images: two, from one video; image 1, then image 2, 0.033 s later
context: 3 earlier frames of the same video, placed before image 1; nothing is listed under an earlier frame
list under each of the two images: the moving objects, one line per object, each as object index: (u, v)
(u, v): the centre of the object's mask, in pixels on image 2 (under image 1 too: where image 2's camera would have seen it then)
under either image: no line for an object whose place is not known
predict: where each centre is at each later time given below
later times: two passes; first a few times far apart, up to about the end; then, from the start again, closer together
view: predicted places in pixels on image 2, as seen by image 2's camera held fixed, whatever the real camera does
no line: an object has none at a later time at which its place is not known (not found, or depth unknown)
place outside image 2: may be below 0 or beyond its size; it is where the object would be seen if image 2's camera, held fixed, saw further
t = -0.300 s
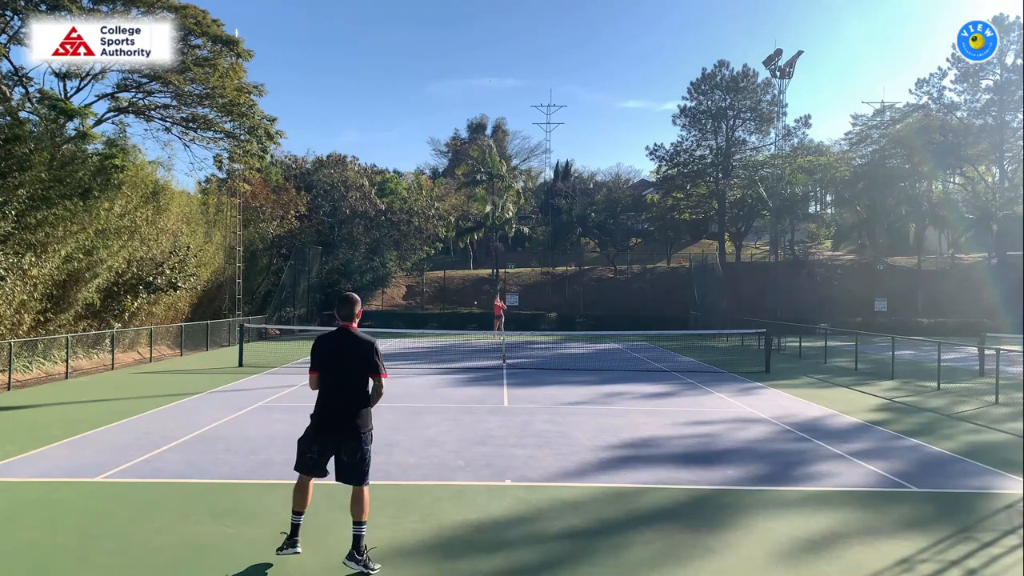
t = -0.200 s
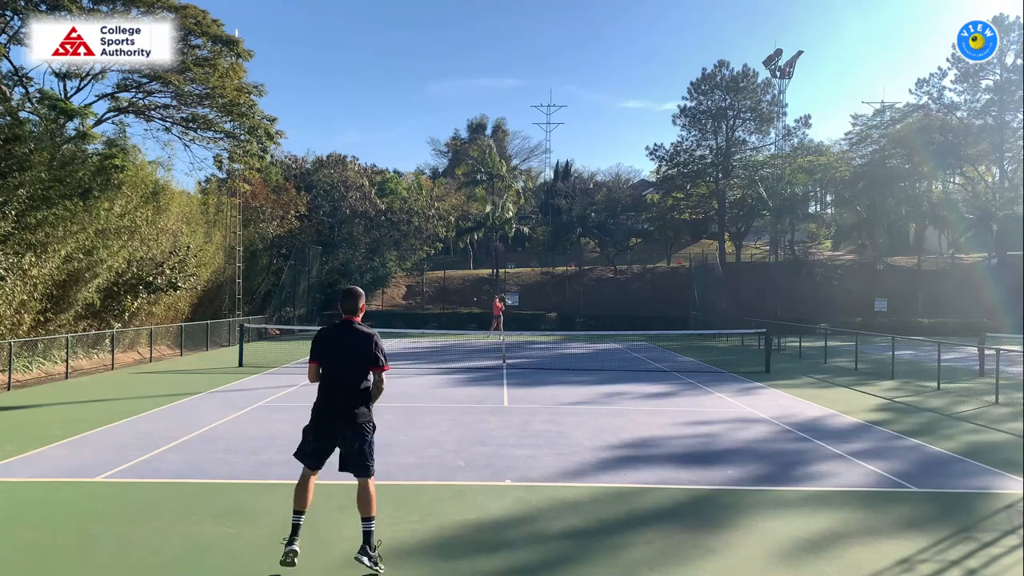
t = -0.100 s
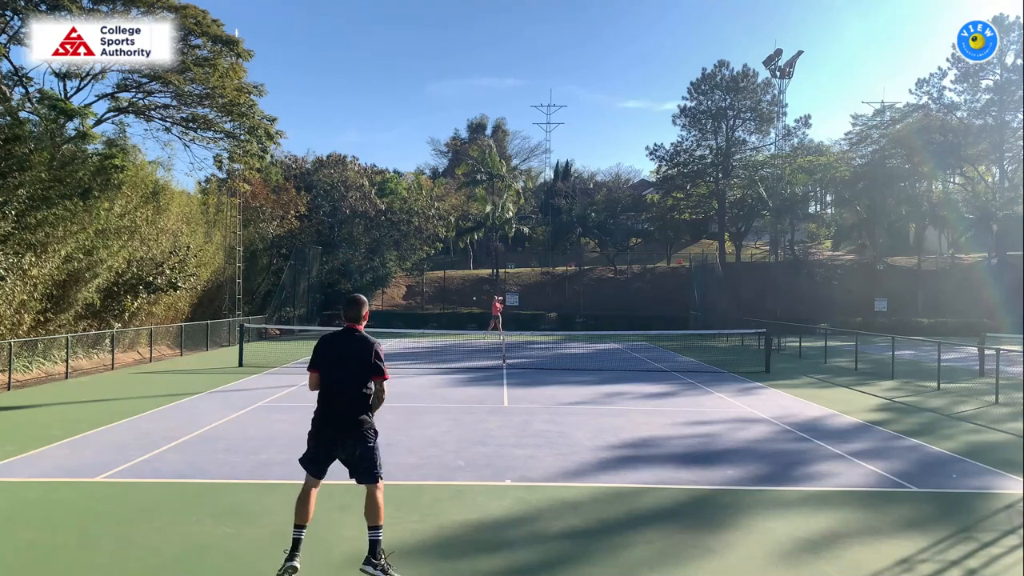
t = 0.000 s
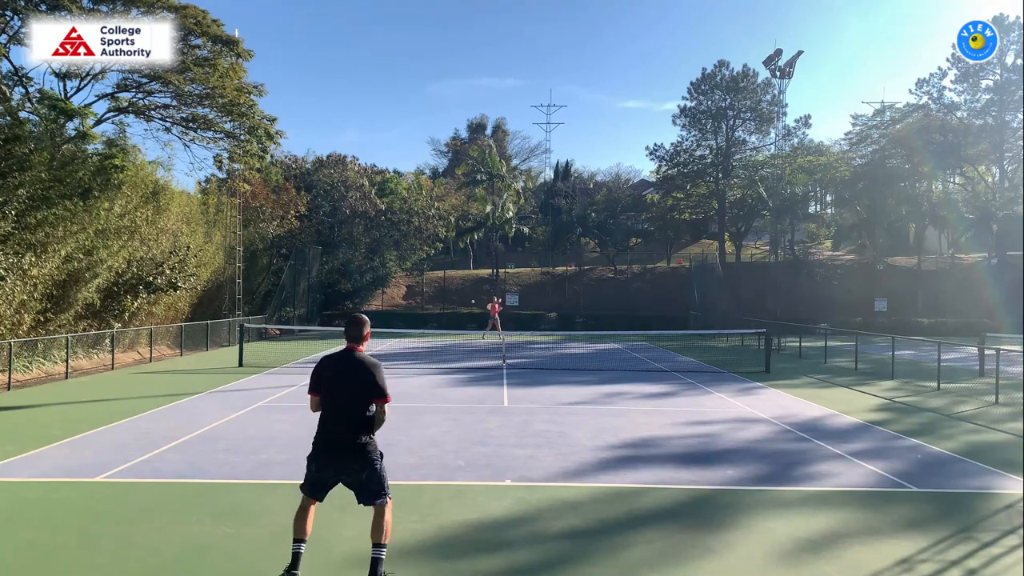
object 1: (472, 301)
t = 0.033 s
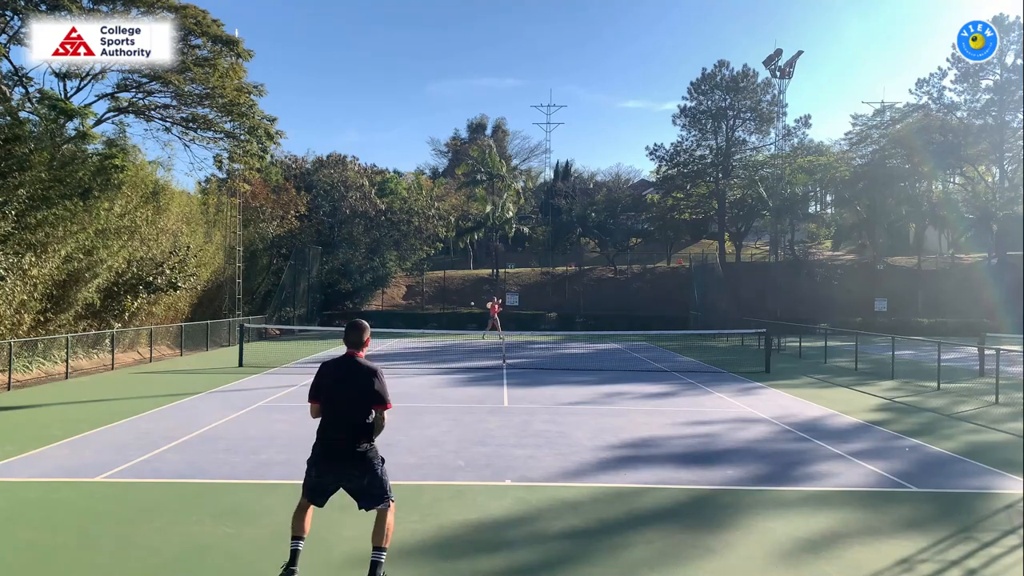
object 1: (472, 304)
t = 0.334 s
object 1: (461, 357)
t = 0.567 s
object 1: (447, 413)
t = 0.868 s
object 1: (429, 405)
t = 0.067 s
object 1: (471, 306)
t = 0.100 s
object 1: (470, 309)
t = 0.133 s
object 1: (469, 313)
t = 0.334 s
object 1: (461, 357)
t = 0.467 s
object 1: (451, 417)
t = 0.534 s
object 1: (448, 419)
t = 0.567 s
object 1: (447, 413)
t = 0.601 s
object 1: (446, 409)
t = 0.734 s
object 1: (439, 398)
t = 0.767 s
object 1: (437, 397)
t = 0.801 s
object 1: (435, 398)
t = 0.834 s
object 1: (432, 401)
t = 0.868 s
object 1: (429, 405)
